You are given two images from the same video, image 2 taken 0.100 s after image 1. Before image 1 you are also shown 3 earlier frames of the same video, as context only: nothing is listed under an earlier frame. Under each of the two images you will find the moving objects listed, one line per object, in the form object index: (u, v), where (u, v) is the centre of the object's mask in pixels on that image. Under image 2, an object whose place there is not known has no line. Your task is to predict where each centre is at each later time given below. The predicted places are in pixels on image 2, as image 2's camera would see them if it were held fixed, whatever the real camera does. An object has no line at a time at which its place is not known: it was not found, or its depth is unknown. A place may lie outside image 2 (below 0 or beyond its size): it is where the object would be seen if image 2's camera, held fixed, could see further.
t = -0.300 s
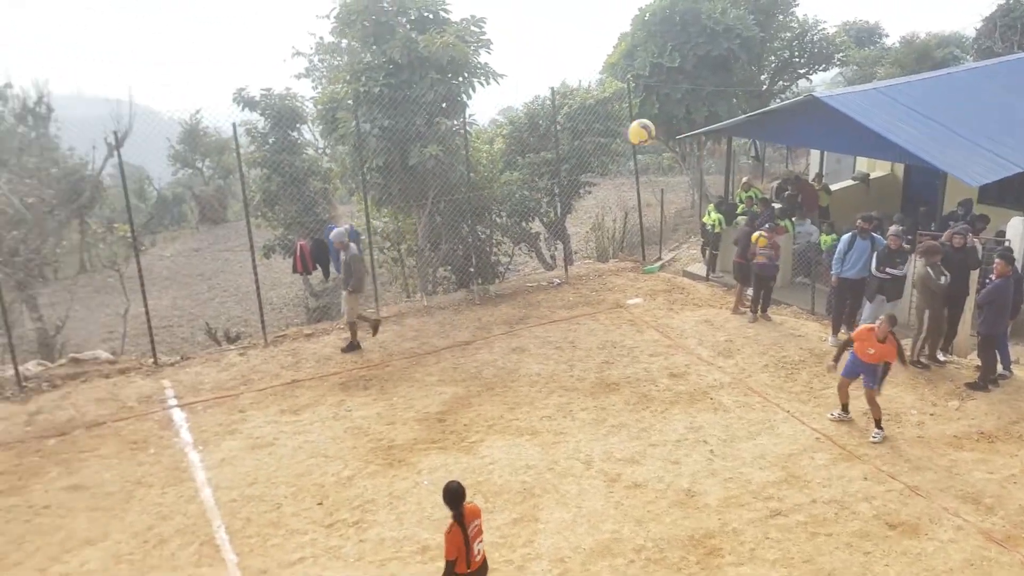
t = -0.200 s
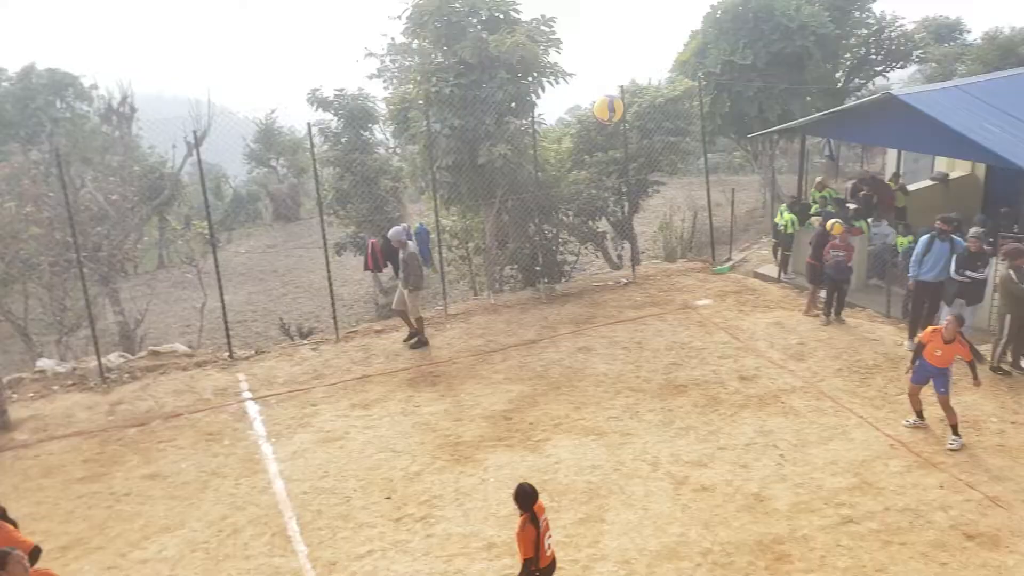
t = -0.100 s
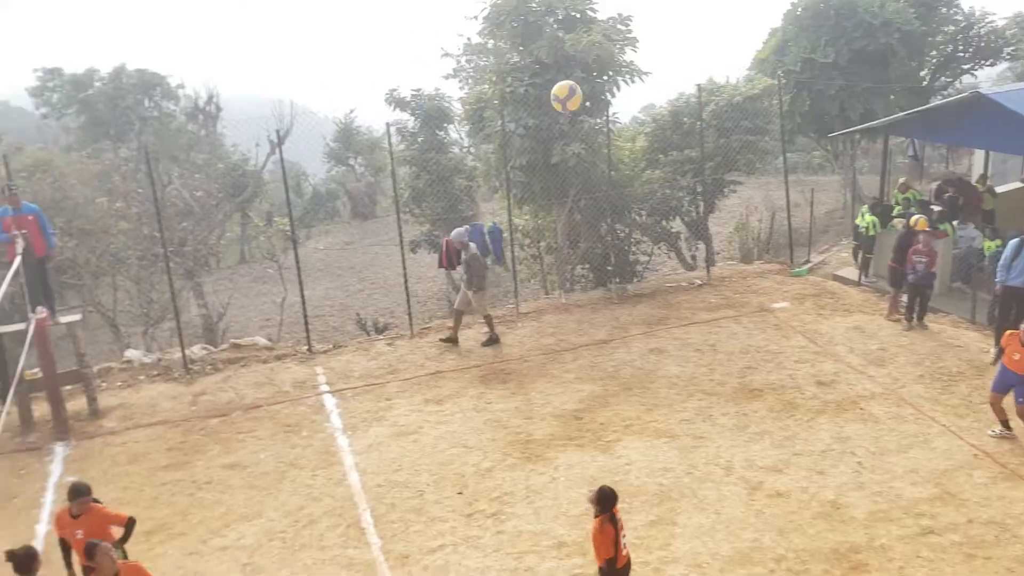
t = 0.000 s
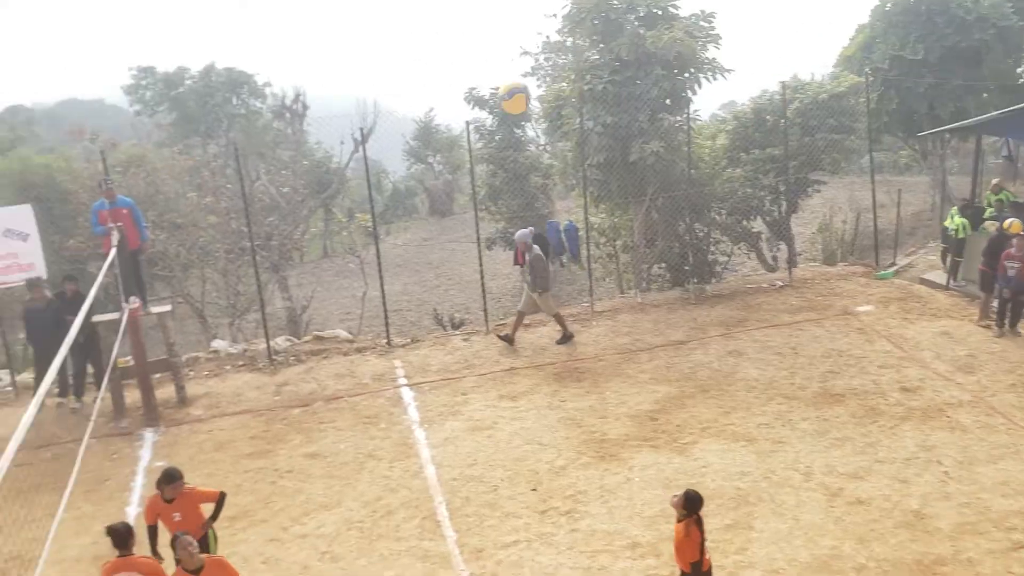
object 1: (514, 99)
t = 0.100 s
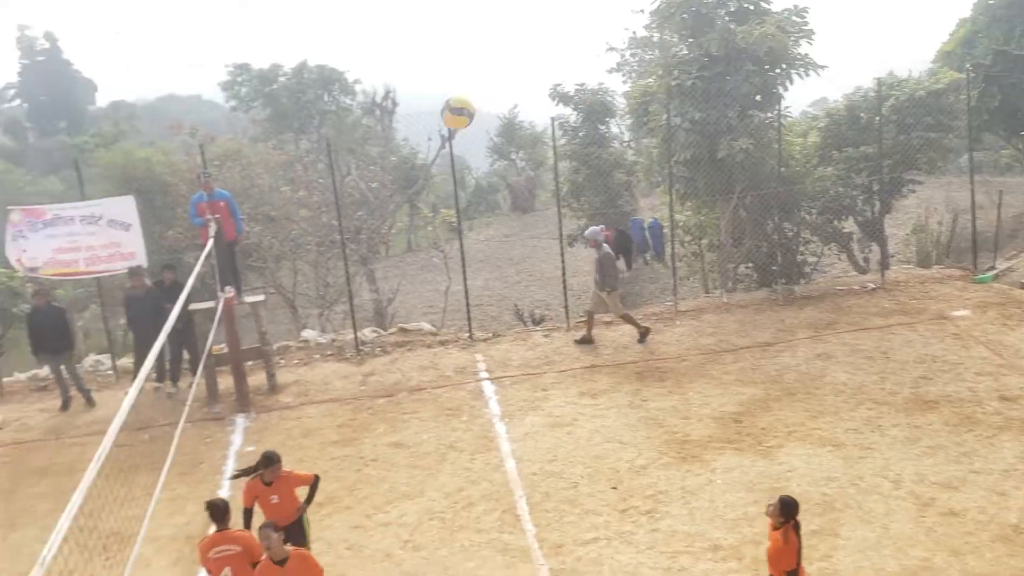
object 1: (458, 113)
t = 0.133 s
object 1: (409, 122)
